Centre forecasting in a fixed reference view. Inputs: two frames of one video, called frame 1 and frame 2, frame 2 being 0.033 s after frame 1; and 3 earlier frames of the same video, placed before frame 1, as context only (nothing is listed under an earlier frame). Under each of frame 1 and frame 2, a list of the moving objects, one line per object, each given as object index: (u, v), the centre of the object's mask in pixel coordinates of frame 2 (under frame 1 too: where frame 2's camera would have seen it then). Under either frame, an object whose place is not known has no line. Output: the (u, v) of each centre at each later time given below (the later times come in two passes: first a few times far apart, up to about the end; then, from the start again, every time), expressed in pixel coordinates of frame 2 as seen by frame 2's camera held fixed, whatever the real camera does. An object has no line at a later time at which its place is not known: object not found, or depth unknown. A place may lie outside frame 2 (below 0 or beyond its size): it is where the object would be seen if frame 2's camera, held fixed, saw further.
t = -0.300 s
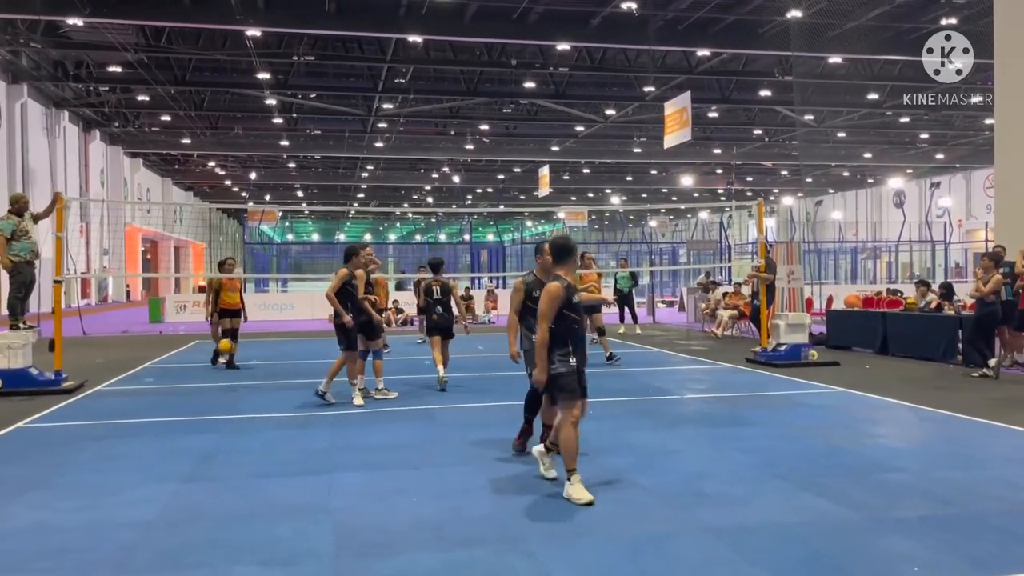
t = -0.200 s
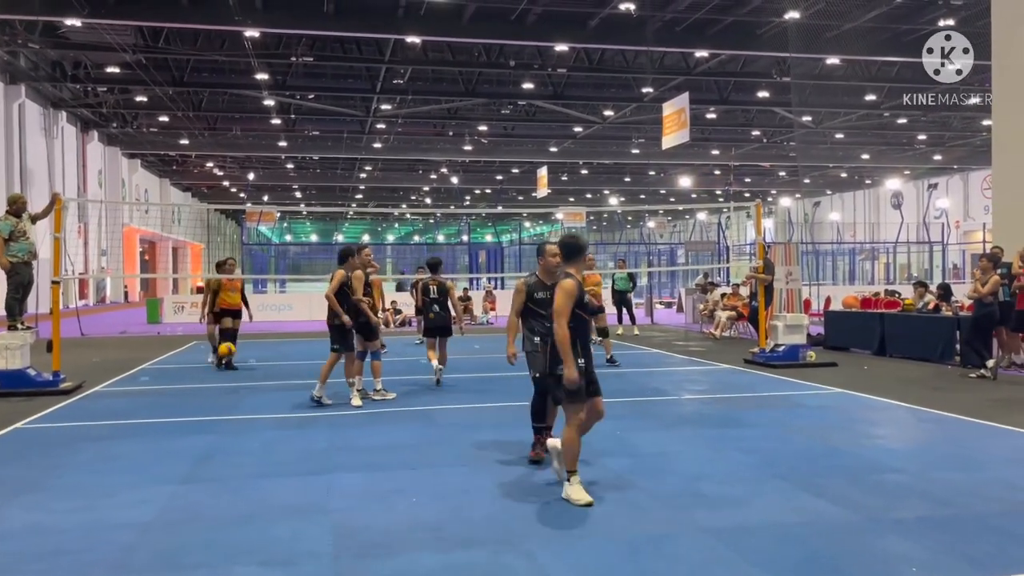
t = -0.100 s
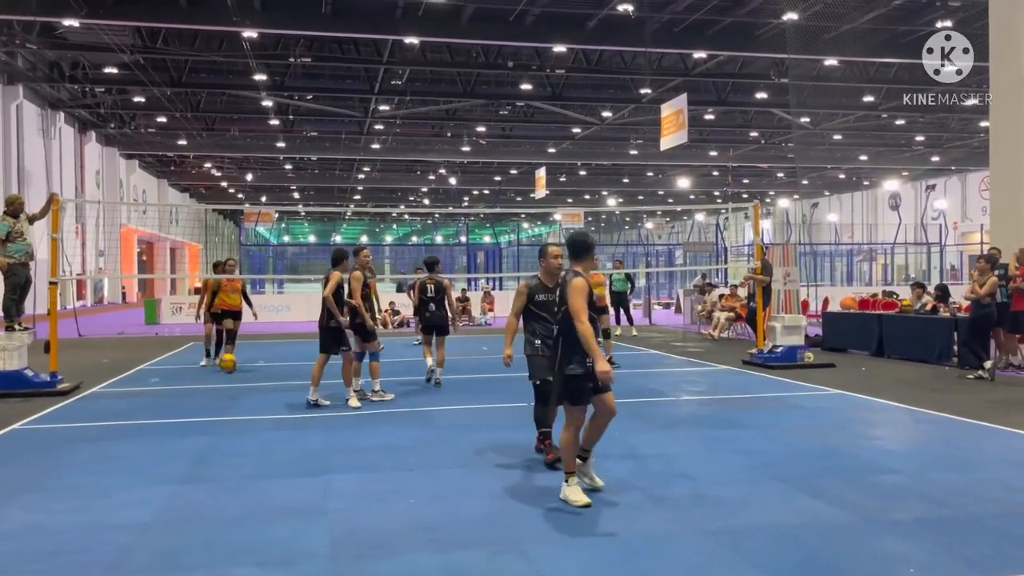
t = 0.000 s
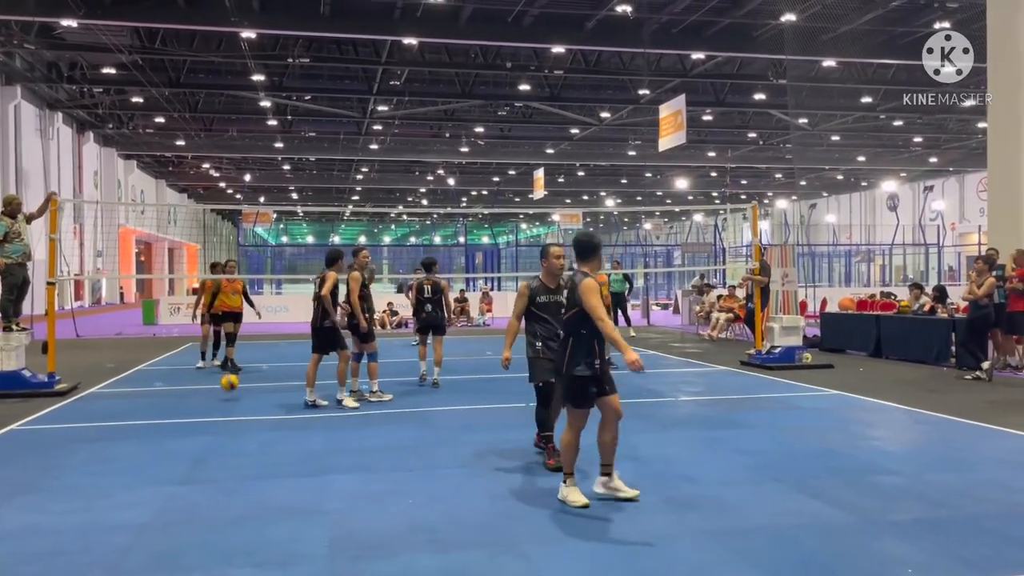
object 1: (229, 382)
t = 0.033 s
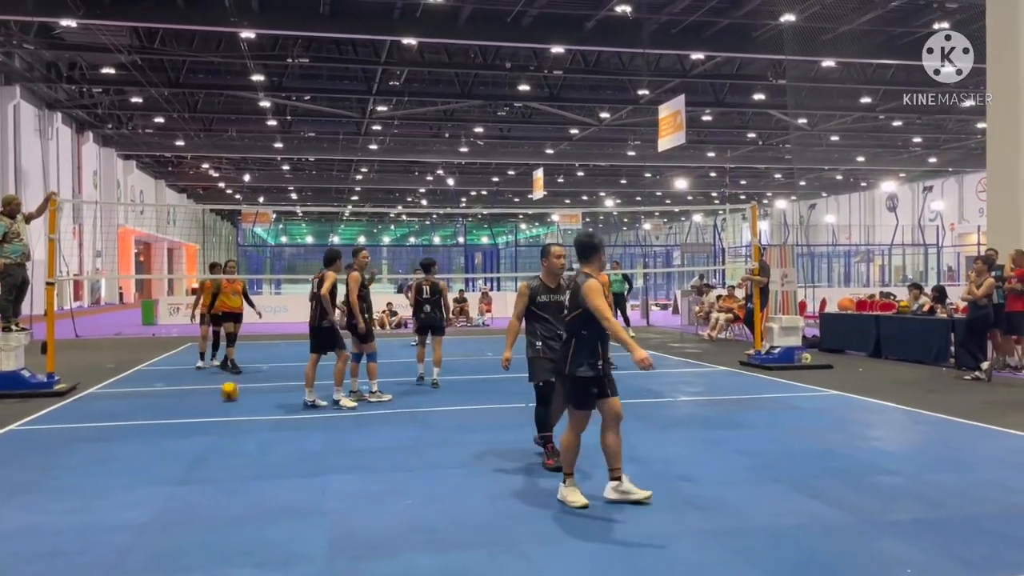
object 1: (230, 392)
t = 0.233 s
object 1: (235, 371)
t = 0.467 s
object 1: (244, 387)
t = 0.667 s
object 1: (252, 397)
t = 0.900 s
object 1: (264, 397)
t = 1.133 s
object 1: (278, 424)
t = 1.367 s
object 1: (294, 421)
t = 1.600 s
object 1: (314, 448)
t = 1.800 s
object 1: (333, 456)
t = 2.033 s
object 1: (359, 479)
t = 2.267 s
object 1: (390, 512)
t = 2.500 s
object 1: (430, 548)
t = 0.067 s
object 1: (230, 388)
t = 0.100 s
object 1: (231, 383)
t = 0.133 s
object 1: (232, 379)
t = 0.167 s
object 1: (233, 375)
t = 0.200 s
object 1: (234, 373)
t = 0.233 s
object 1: (235, 371)
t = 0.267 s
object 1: (236, 370)
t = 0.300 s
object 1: (237, 371)
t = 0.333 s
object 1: (239, 371)
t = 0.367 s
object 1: (239, 374)
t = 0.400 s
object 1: (241, 377)
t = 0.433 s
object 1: (242, 382)
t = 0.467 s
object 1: (244, 387)
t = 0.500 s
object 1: (245, 394)
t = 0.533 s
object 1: (246, 401)
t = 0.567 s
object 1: (247, 411)
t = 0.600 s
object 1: (249, 407)
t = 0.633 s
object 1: (251, 402)
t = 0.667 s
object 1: (252, 397)
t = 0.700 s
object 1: (253, 394)
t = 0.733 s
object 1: (255, 392)
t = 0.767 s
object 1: (256, 390)
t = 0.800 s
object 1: (258, 390)
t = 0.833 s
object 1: (260, 391)
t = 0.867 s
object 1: (262, 393)
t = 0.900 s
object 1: (264, 397)
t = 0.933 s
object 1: (266, 400)
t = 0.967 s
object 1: (267, 407)
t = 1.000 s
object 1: (270, 414)
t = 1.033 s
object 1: (272, 423)
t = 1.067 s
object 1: (274, 434)
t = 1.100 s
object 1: (276, 429)
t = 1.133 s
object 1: (278, 424)
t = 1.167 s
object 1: (280, 419)
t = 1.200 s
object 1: (283, 416)
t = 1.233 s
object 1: (284, 415)
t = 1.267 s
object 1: (287, 415)
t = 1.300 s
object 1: (289, 415)
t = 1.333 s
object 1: (292, 418)
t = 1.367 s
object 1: (294, 421)
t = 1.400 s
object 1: (297, 427)
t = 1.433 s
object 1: (300, 433)
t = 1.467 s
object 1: (302, 441)
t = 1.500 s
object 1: (305, 451)
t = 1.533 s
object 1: (309, 458)
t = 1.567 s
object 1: (311, 452)
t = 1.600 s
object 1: (314, 448)
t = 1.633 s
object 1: (317, 446)
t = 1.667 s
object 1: (320, 444)
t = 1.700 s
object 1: (323, 445)
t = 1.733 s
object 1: (326, 447)
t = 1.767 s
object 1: (330, 450)
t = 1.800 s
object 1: (333, 456)
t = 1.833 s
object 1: (337, 463)
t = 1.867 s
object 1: (340, 472)
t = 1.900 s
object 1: (344, 483)
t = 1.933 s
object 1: (347, 484)
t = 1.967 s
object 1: (351, 480)
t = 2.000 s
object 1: (354, 479)
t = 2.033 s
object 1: (359, 479)
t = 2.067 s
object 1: (363, 481)
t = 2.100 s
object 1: (367, 484)
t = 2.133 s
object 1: (371, 489)
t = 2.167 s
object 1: (376, 497)
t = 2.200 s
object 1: (381, 507)
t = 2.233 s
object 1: (386, 516)
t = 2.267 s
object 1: (390, 512)
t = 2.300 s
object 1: (396, 511)
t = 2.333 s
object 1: (401, 511)
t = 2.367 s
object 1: (406, 514)
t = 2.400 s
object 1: (411, 518)
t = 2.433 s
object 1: (417, 525)
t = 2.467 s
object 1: (423, 534)
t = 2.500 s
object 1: (430, 548)
